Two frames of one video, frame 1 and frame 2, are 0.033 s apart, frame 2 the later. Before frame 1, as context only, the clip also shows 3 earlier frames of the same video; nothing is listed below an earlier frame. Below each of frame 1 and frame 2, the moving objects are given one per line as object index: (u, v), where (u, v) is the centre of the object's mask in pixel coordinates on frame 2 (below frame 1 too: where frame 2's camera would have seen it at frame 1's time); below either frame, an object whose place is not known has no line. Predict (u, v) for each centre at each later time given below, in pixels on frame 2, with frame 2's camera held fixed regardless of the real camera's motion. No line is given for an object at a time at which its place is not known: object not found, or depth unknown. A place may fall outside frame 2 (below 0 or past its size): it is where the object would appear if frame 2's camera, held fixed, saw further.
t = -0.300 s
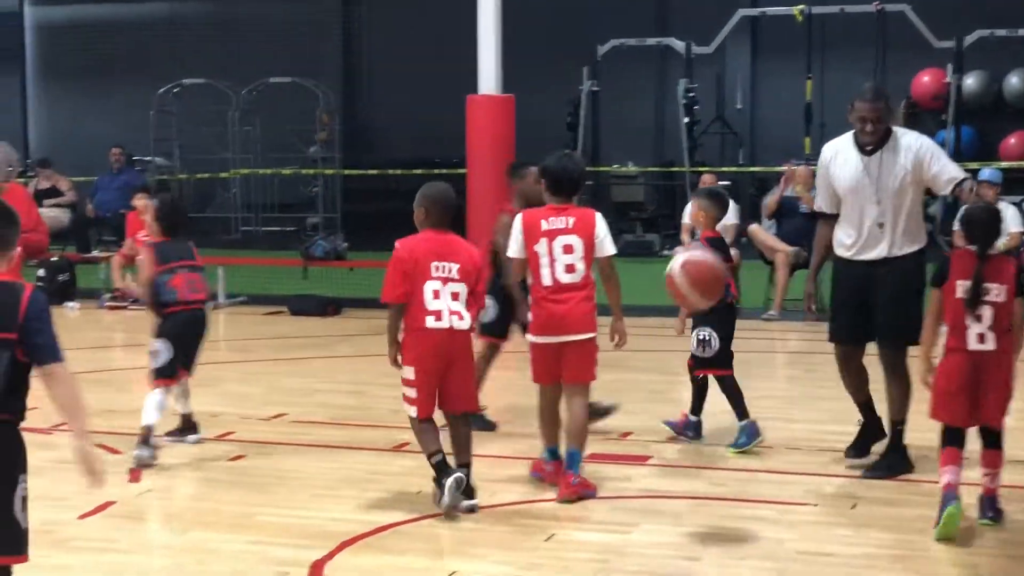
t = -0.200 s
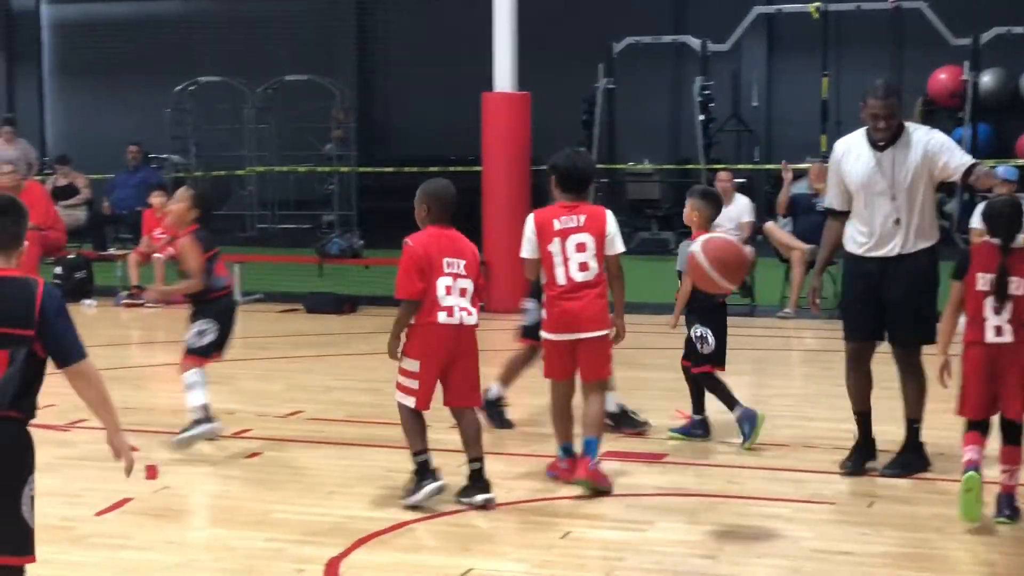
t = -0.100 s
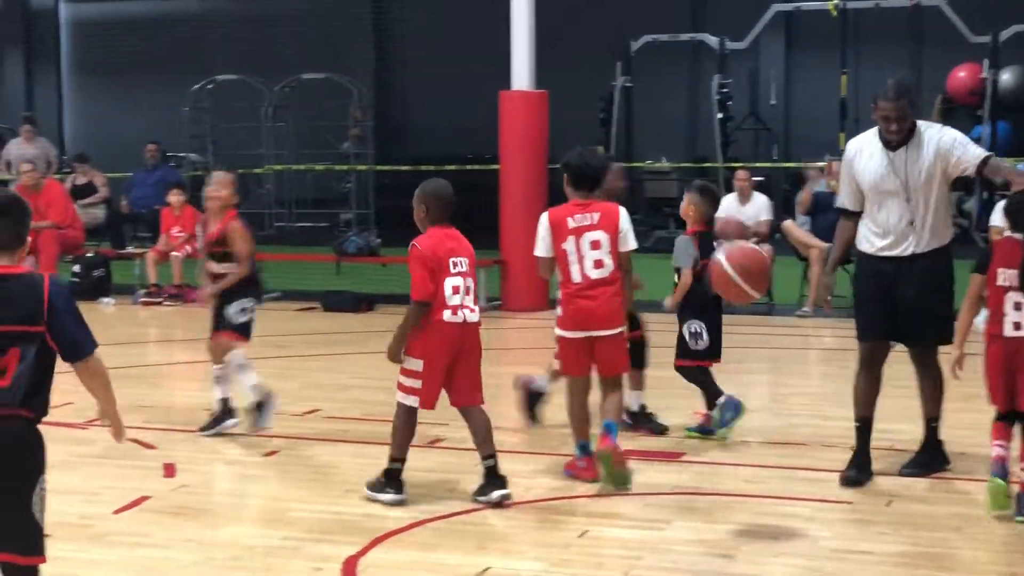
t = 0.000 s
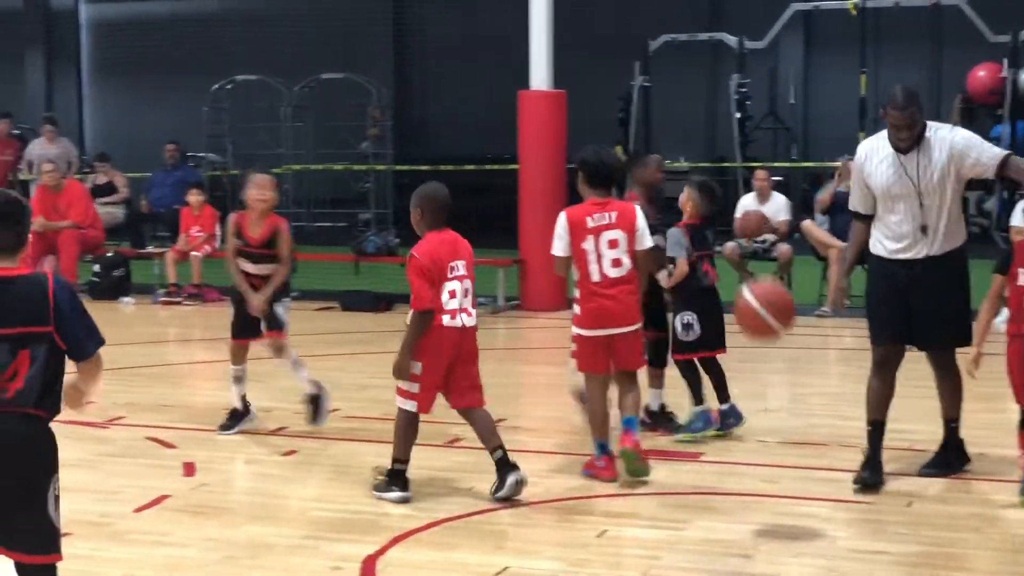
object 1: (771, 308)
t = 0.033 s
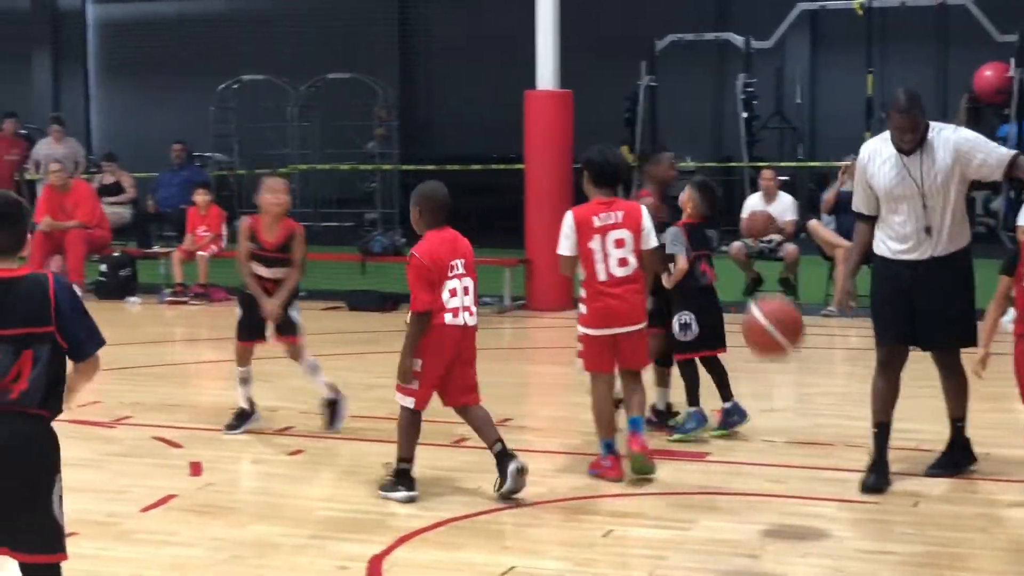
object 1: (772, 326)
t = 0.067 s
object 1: (774, 347)
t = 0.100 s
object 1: (775, 371)
